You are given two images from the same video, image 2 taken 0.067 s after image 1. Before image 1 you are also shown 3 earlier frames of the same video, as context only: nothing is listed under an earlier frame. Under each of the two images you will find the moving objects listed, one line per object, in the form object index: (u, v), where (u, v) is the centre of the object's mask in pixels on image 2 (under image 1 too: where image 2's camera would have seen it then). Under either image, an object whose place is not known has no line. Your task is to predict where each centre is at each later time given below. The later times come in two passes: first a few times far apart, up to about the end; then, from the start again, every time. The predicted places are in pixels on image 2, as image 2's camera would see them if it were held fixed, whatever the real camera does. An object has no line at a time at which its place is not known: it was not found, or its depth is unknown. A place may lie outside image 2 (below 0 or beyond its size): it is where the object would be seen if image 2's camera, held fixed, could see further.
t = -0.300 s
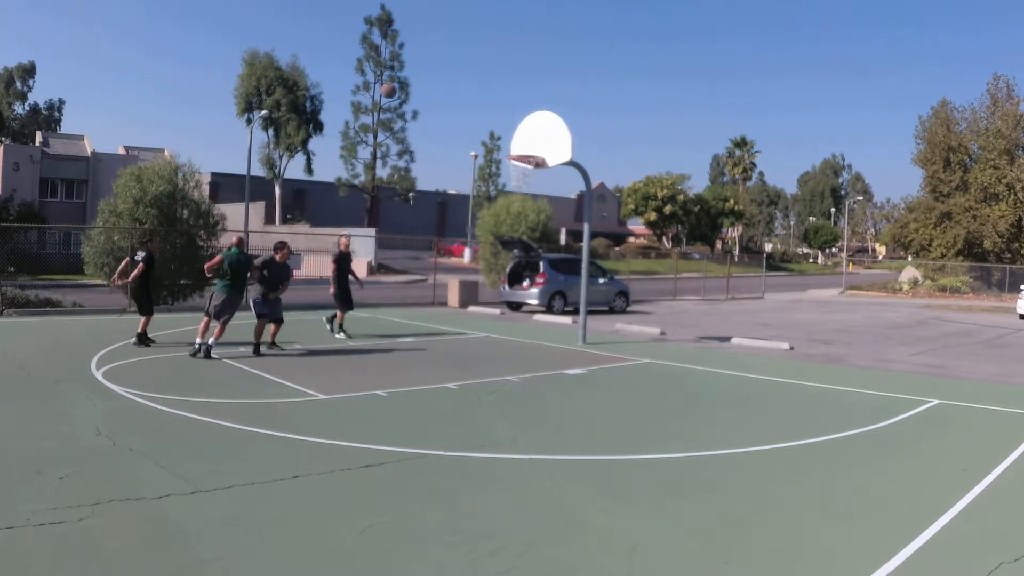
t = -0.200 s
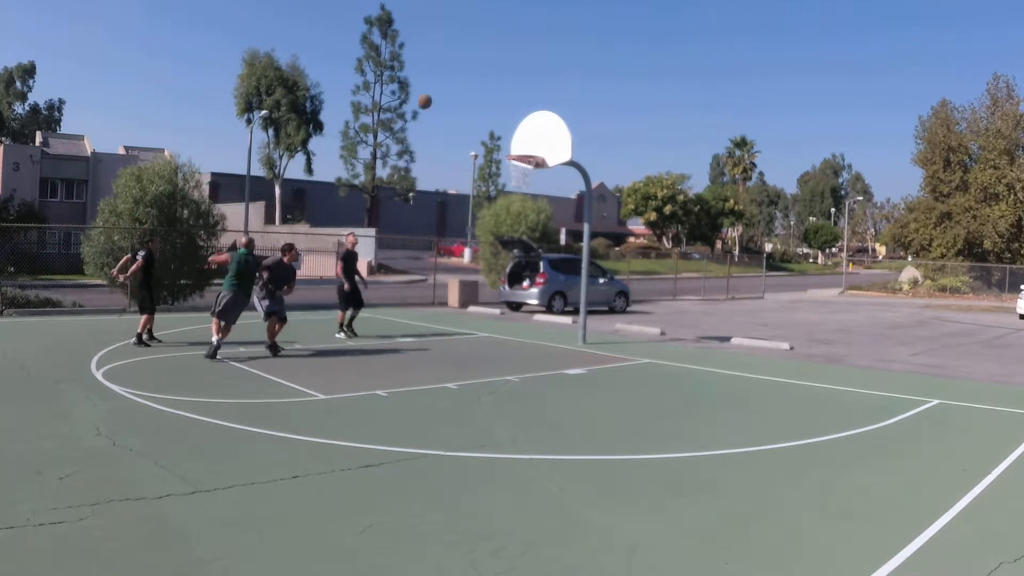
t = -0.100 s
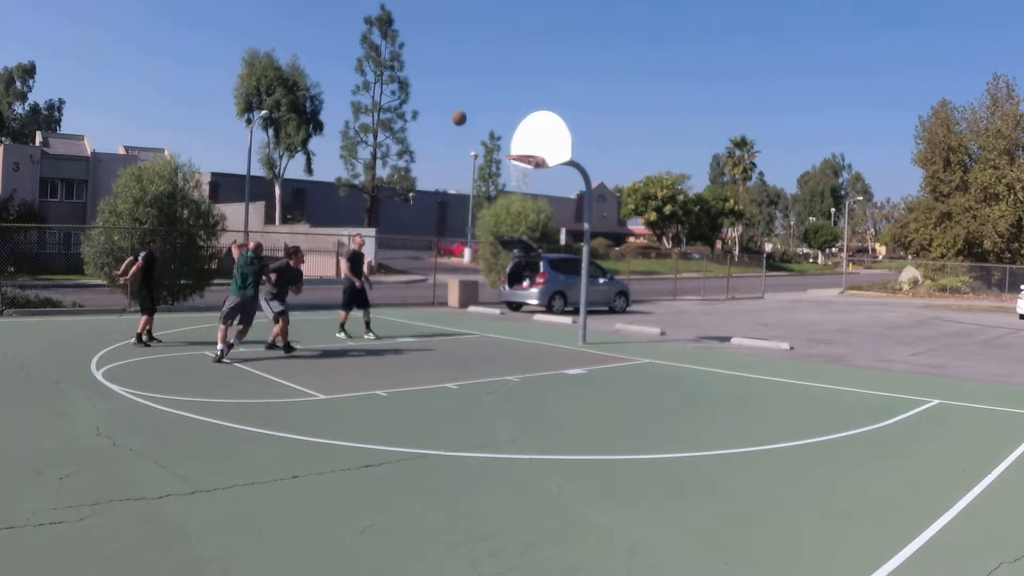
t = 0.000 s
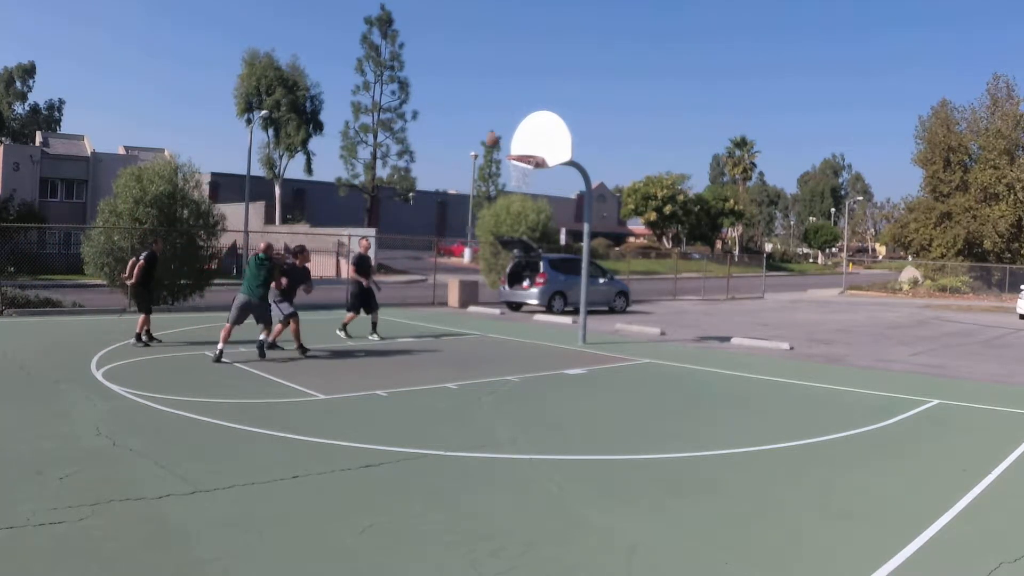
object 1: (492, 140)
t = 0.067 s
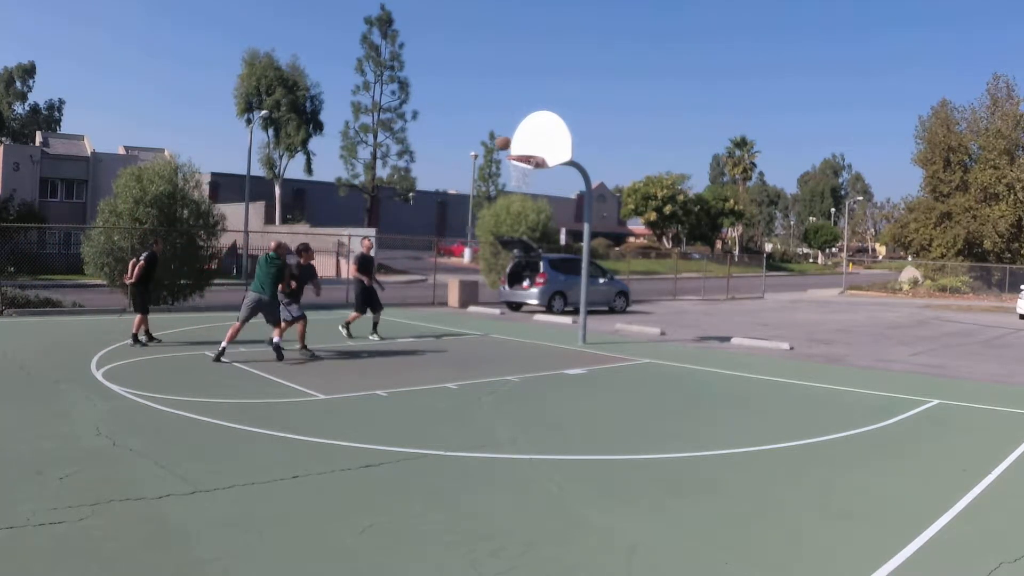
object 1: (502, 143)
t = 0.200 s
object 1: (497, 109)
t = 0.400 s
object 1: (488, 79)
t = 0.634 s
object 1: (475, 77)
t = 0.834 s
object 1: (464, 100)
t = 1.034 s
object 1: (452, 147)
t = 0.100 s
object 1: (501, 134)
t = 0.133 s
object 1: (501, 125)
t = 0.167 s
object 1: (498, 116)
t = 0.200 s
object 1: (497, 109)
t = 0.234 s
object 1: (495, 103)
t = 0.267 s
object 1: (494, 96)
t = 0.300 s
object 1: (493, 91)
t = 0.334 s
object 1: (491, 87)
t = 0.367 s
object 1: (489, 83)
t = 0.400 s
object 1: (488, 79)
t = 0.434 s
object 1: (486, 77)
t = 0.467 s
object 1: (484, 75)
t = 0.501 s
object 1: (482, 75)
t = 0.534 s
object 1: (481, 74)
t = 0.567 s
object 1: (479, 74)
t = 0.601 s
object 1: (477, 75)
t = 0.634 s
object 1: (475, 77)
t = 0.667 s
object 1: (473, 79)
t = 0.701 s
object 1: (471, 82)
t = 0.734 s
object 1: (469, 85)
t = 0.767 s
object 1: (468, 89)
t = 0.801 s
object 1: (466, 94)
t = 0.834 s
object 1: (464, 100)
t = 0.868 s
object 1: (462, 106)
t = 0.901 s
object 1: (460, 113)
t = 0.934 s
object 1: (458, 121)
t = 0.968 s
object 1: (456, 129)
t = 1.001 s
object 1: (454, 138)
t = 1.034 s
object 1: (452, 147)
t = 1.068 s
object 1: (450, 158)
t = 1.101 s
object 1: (447, 169)
